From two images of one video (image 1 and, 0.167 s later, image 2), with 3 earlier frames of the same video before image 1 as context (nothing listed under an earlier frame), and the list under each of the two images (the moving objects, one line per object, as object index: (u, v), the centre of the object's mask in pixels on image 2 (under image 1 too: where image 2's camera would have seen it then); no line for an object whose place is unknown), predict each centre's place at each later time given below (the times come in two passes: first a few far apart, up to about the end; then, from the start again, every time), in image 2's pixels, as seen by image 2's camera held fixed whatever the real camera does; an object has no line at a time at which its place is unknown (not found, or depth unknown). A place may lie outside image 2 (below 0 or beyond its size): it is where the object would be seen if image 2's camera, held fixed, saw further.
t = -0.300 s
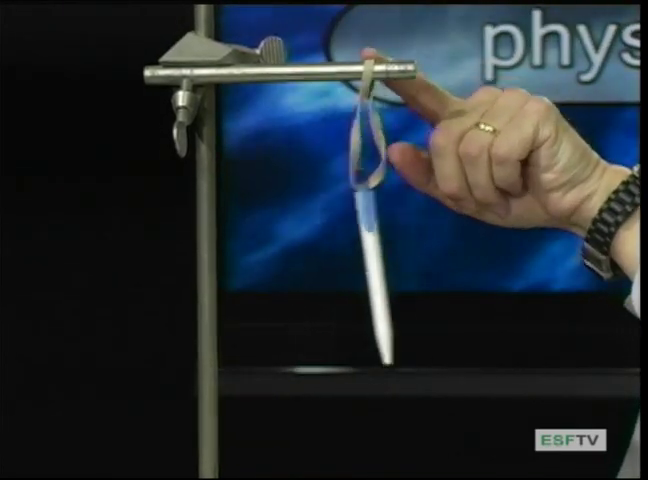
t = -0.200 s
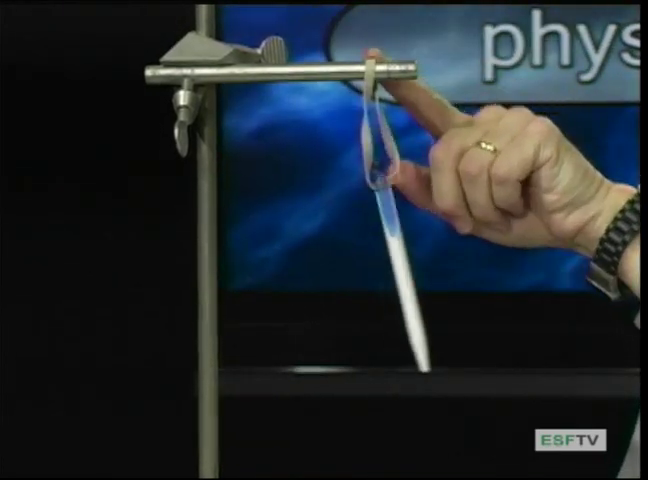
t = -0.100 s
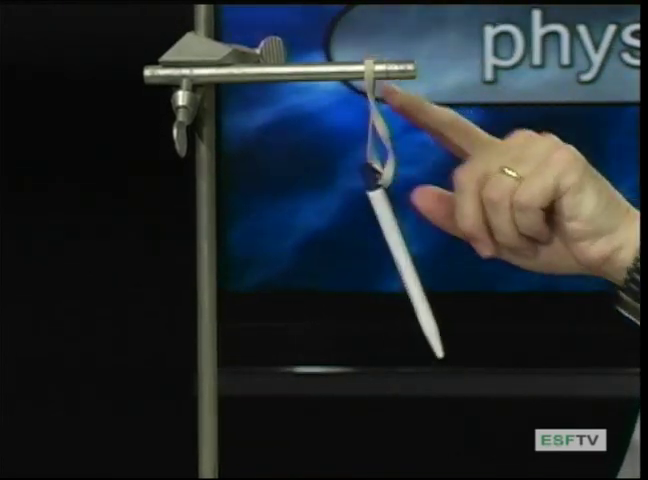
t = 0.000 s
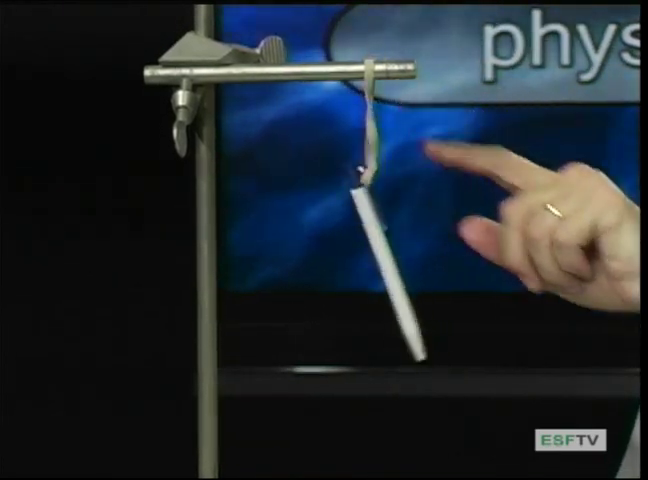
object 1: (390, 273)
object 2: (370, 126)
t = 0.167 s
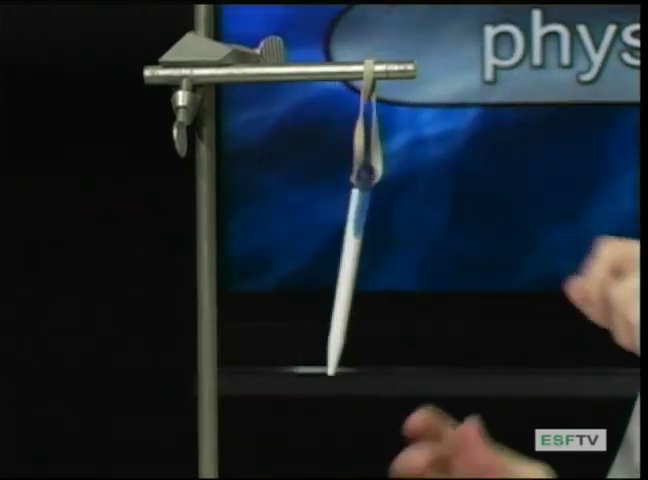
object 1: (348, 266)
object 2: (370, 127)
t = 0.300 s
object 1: (346, 272)
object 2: (360, 125)
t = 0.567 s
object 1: (402, 275)
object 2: (372, 126)
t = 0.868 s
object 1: (350, 272)
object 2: (364, 124)
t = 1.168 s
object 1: (384, 278)
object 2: (370, 126)
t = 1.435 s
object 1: (382, 272)
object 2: (371, 125)
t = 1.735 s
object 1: (351, 272)
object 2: (364, 123)
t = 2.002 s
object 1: (399, 267)
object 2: (374, 125)
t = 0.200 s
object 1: (343, 269)
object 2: (362, 127)
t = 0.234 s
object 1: (341, 270)
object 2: (360, 127)
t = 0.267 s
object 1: (342, 271)
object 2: (359, 124)
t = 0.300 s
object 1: (346, 272)
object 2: (360, 125)
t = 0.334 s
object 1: (352, 272)
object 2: (362, 127)
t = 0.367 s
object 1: (360, 268)
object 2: (369, 128)
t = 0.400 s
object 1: (369, 271)
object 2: (373, 127)
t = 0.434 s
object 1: (378, 276)
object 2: (374, 127)
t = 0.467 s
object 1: (387, 278)
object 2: (371, 127)
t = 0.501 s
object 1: (394, 276)
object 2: (371, 128)
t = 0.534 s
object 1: (399, 276)
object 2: (372, 125)
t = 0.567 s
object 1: (402, 275)
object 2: (372, 126)
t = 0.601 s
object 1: (402, 272)
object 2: (373, 126)
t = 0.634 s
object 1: (400, 272)
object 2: (374, 124)
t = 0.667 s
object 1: (396, 271)
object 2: (374, 125)
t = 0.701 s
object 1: (390, 270)
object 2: (373, 127)
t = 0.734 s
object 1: (382, 271)
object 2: (372, 126)
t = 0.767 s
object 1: (373, 270)
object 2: (370, 125)
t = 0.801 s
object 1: (364, 271)
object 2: (368, 126)
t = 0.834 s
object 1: (357, 271)
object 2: (366, 125)
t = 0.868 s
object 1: (350, 272)
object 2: (364, 124)
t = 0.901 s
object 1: (346, 270)
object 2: (363, 123)
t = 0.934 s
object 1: (344, 271)
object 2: (363, 123)
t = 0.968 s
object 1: (344, 270)
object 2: (363, 125)
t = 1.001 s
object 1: (347, 272)
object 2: (363, 125)
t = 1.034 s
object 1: (351, 273)
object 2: (366, 126)
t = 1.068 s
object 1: (358, 275)
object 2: (364, 125)
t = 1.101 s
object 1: (367, 276)
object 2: (366, 127)
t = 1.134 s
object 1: (376, 276)
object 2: (368, 126)
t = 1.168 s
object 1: (384, 278)
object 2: (370, 126)
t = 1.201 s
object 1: (391, 277)
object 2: (372, 125)
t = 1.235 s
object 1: (397, 272)
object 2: (373, 126)
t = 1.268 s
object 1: (400, 268)
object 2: (374, 125)
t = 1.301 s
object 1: (400, 266)
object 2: (374, 125)
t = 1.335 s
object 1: (399, 268)
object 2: (374, 125)
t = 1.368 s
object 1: (395, 269)
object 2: (374, 124)
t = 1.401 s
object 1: (390, 271)
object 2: (373, 126)
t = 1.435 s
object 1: (382, 272)
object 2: (371, 125)
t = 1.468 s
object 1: (374, 273)
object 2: (369, 125)
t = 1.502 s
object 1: (365, 276)
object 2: (367, 125)
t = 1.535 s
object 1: (358, 274)
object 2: (365, 124)
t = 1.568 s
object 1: (352, 271)
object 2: (364, 125)
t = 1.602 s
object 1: (347, 270)
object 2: (363, 126)
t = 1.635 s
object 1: (345, 268)
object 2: (362, 125)
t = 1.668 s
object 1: (345, 269)
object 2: (362, 125)
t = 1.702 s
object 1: (347, 271)
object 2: (363, 124)
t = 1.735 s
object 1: (351, 272)
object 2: (364, 123)
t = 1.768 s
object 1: (358, 273)
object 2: (365, 124)
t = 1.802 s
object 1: (365, 275)
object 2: (367, 126)
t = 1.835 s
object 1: (373, 275)
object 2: (368, 127)
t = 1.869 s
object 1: (381, 275)
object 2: (369, 127)
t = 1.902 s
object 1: (388, 274)
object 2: (371, 124)
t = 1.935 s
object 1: (394, 272)
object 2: (373, 123)
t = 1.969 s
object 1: (397, 269)
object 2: (373, 124)
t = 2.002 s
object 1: (399, 267)
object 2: (374, 125)
